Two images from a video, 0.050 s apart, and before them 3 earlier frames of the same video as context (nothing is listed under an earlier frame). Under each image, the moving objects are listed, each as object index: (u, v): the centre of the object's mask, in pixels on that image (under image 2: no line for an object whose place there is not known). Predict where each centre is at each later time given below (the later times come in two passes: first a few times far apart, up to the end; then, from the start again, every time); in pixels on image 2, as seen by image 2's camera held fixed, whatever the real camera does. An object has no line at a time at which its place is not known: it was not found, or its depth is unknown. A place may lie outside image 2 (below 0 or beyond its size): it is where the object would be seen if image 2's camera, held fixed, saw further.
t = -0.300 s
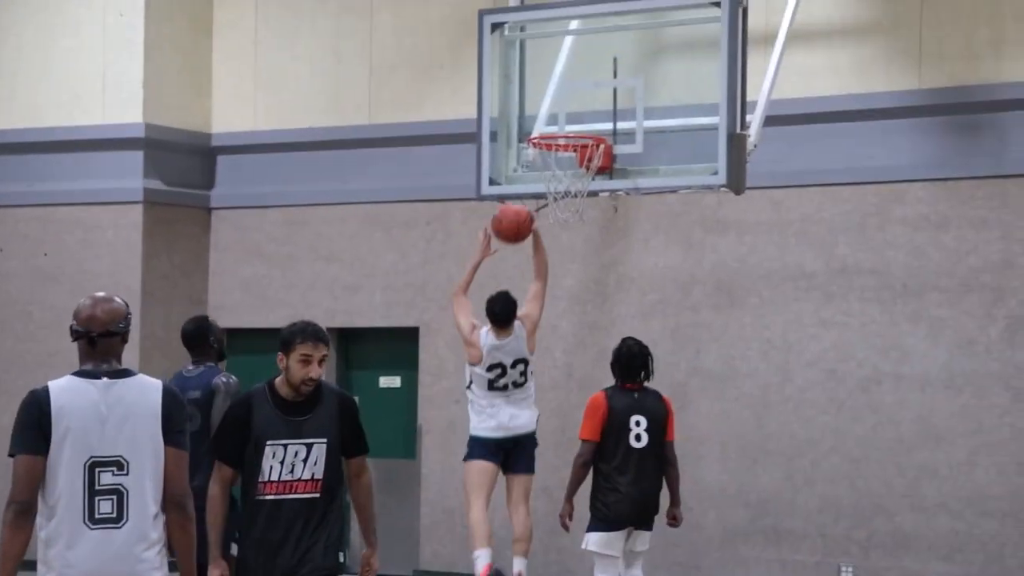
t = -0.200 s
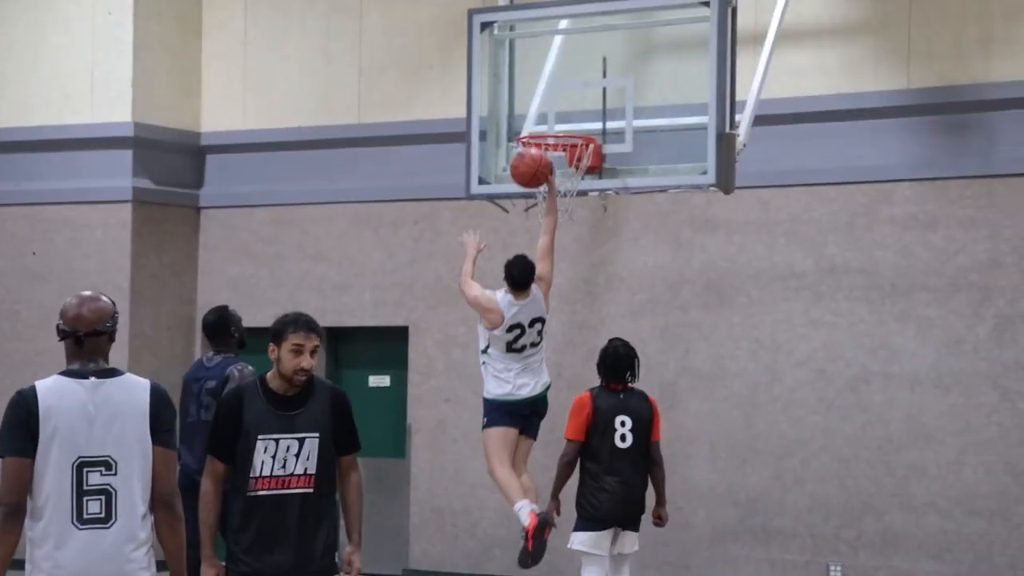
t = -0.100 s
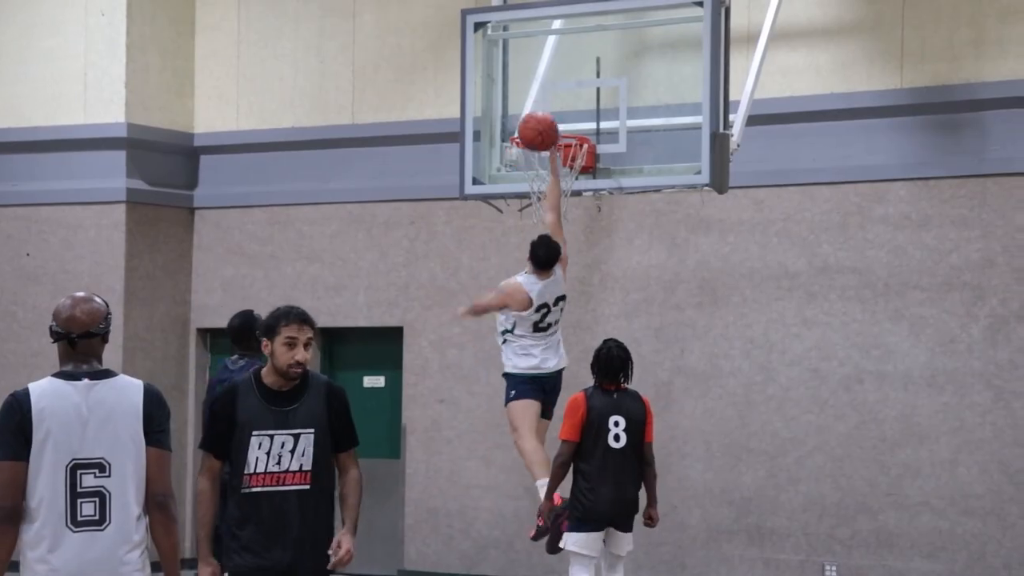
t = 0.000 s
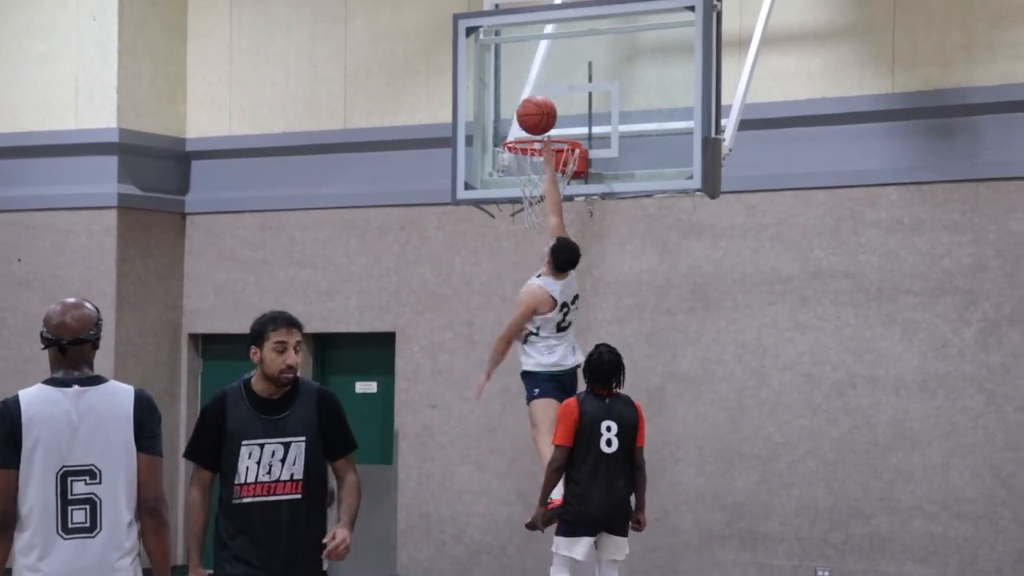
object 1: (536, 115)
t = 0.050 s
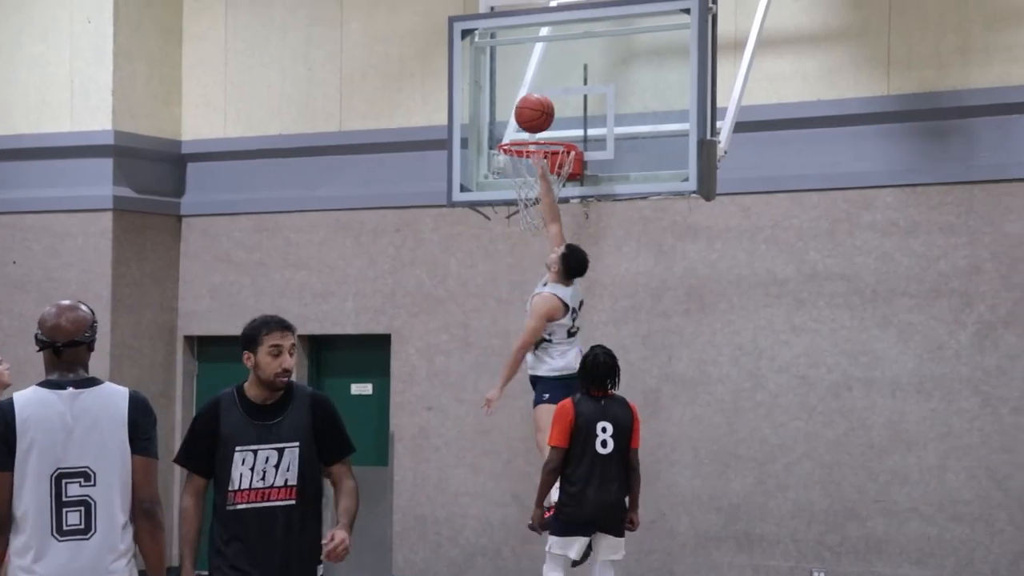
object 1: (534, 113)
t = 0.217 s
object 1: (542, 126)
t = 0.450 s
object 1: (549, 195)
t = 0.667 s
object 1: (546, 254)
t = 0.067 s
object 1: (535, 113)
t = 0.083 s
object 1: (536, 113)
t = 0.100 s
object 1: (536, 113)
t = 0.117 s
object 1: (537, 114)
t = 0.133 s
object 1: (538, 115)
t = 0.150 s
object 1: (539, 117)
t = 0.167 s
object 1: (539, 119)
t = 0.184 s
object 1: (540, 122)
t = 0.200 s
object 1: (541, 124)
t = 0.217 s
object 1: (542, 126)
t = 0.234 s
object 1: (543, 128)
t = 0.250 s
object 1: (543, 131)
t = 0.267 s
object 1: (543, 138)
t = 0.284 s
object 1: (544, 146)
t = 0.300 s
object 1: (546, 154)
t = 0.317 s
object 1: (545, 161)
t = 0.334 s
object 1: (548, 165)
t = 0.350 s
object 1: (548, 171)
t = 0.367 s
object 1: (547, 179)
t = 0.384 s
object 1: (548, 184)
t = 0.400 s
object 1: (548, 187)
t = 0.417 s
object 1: (548, 188)
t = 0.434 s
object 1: (549, 192)
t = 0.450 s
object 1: (549, 195)
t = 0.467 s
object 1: (549, 197)
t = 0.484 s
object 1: (547, 201)
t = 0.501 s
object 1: (548, 204)
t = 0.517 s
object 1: (548, 205)
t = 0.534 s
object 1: (548, 209)
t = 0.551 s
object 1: (548, 213)
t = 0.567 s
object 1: (547, 217)
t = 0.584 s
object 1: (547, 222)
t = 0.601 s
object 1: (547, 228)
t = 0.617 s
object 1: (547, 233)
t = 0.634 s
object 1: (546, 240)
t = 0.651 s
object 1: (546, 247)
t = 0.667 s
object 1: (546, 254)
